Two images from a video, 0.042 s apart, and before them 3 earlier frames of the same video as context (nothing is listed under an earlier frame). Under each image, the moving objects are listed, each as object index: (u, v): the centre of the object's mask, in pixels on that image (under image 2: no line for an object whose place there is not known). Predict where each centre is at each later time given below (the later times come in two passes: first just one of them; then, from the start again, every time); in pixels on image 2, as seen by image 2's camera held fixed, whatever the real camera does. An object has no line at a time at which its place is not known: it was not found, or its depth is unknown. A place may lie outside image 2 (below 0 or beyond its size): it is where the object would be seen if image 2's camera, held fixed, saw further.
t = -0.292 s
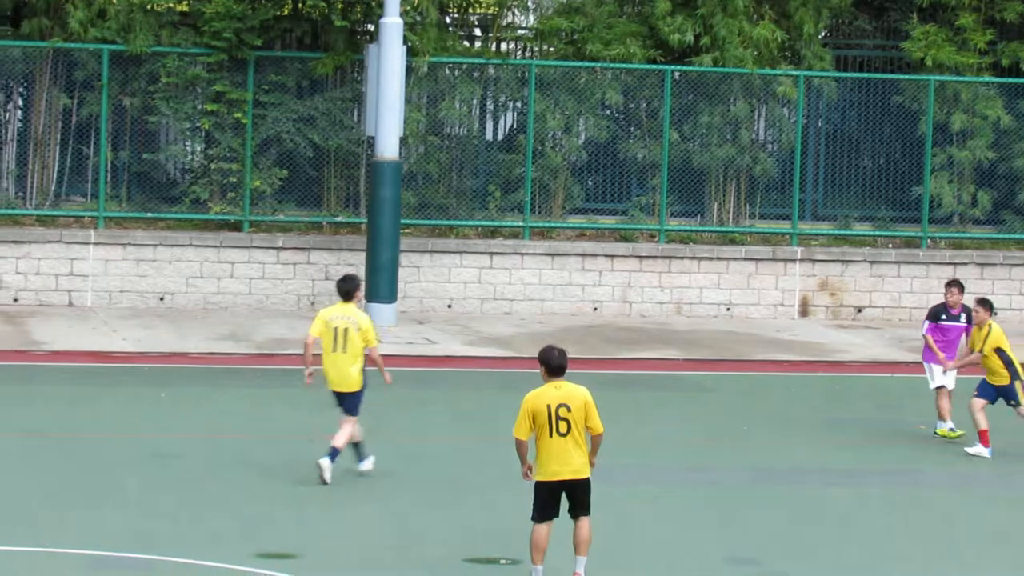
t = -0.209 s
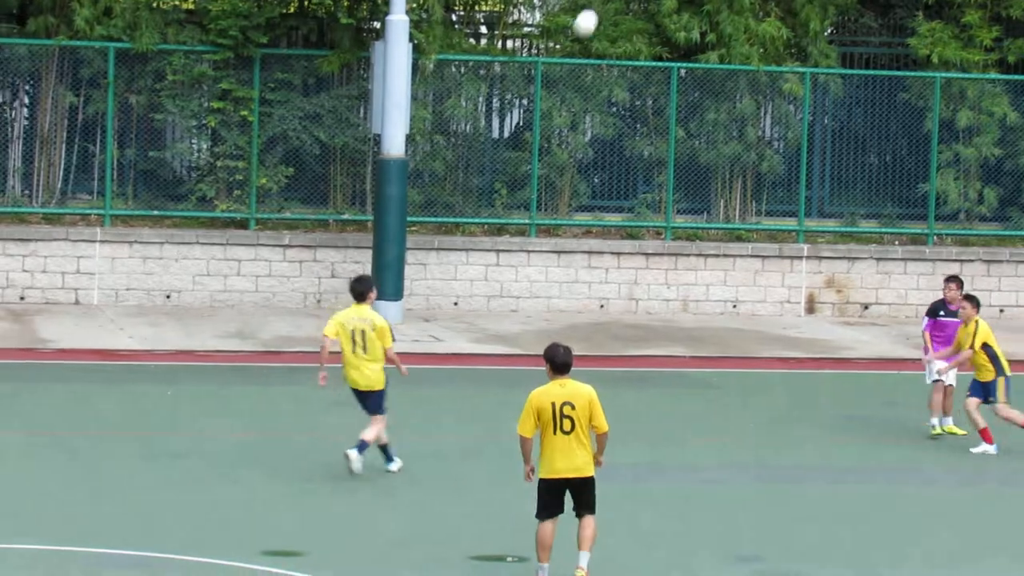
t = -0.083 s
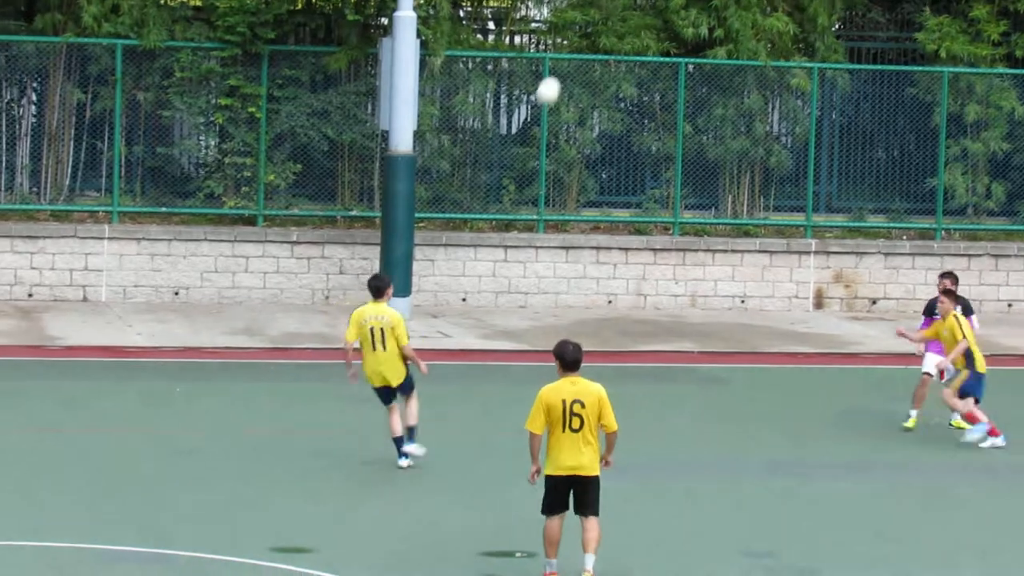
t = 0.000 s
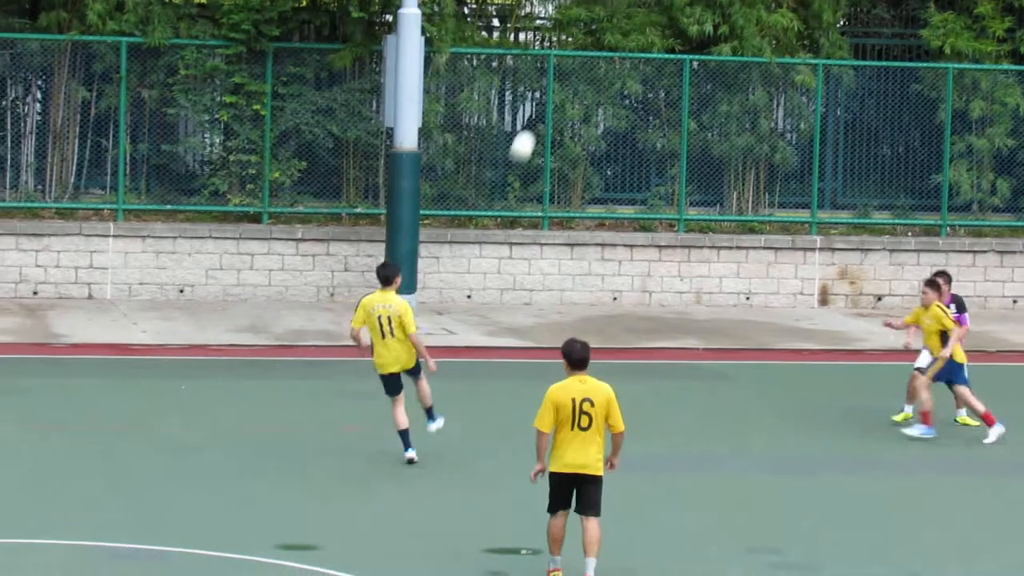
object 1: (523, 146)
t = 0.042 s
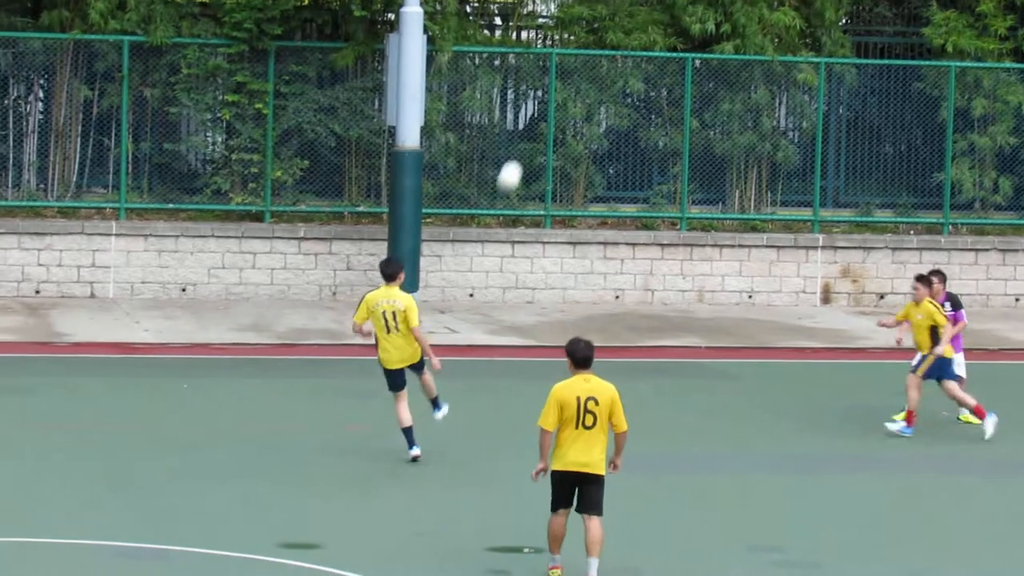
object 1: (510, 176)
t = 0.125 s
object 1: (480, 241)
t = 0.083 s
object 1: (495, 209)
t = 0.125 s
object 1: (480, 241)
